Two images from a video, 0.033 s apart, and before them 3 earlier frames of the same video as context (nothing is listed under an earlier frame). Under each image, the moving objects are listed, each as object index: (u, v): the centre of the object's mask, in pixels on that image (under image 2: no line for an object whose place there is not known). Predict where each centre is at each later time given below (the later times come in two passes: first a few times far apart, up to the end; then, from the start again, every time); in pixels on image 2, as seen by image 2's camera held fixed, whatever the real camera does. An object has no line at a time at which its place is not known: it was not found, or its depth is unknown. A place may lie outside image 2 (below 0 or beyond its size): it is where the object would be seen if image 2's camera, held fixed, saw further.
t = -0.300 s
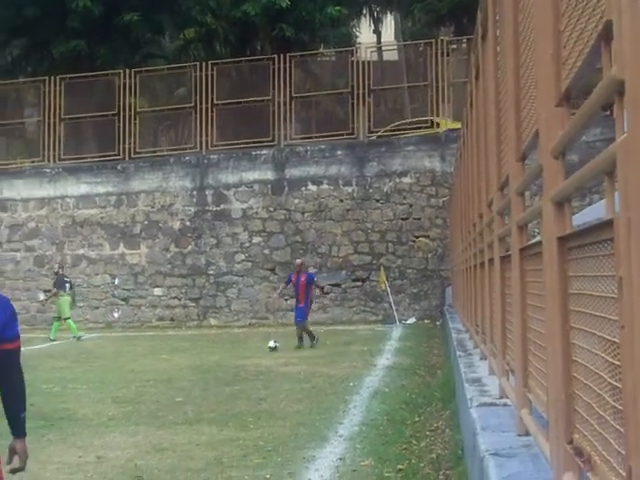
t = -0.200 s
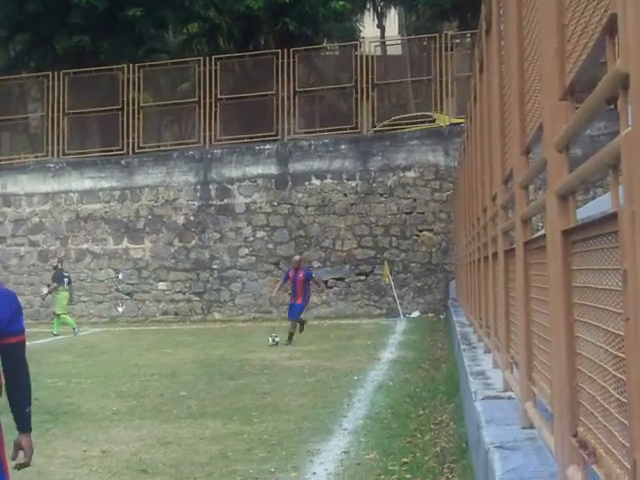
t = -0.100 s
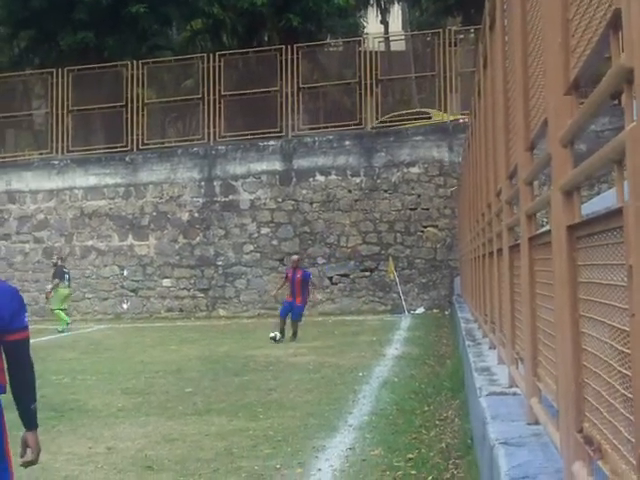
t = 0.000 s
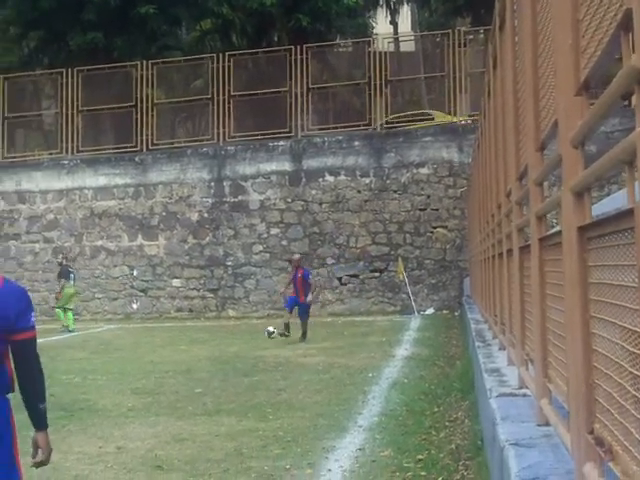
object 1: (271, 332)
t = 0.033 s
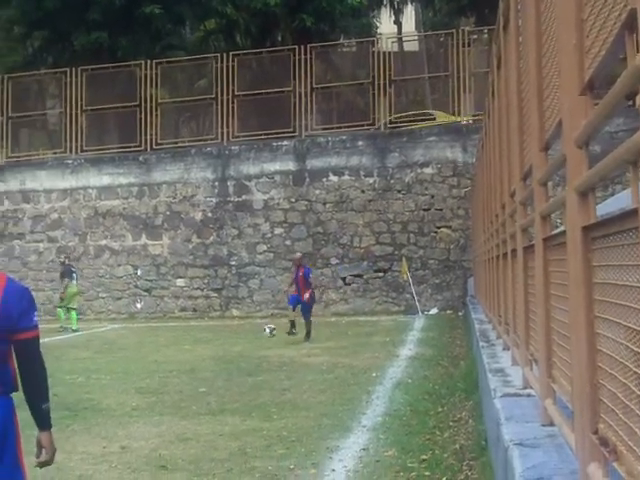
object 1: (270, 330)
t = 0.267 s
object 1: (233, 340)
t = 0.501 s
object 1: (183, 381)
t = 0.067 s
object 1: (265, 330)
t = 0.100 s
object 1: (261, 328)
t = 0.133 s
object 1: (256, 328)
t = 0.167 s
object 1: (250, 329)
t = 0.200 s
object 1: (244, 334)
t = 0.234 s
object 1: (238, 337)
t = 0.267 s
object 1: (233, 340)
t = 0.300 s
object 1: (225, 343)
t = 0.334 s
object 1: (219, 348)
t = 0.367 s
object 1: (212, 355)
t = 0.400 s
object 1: (206, 361)
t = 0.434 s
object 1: (199, 372)
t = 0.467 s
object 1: (189, 384)
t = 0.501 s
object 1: (183, 381)
